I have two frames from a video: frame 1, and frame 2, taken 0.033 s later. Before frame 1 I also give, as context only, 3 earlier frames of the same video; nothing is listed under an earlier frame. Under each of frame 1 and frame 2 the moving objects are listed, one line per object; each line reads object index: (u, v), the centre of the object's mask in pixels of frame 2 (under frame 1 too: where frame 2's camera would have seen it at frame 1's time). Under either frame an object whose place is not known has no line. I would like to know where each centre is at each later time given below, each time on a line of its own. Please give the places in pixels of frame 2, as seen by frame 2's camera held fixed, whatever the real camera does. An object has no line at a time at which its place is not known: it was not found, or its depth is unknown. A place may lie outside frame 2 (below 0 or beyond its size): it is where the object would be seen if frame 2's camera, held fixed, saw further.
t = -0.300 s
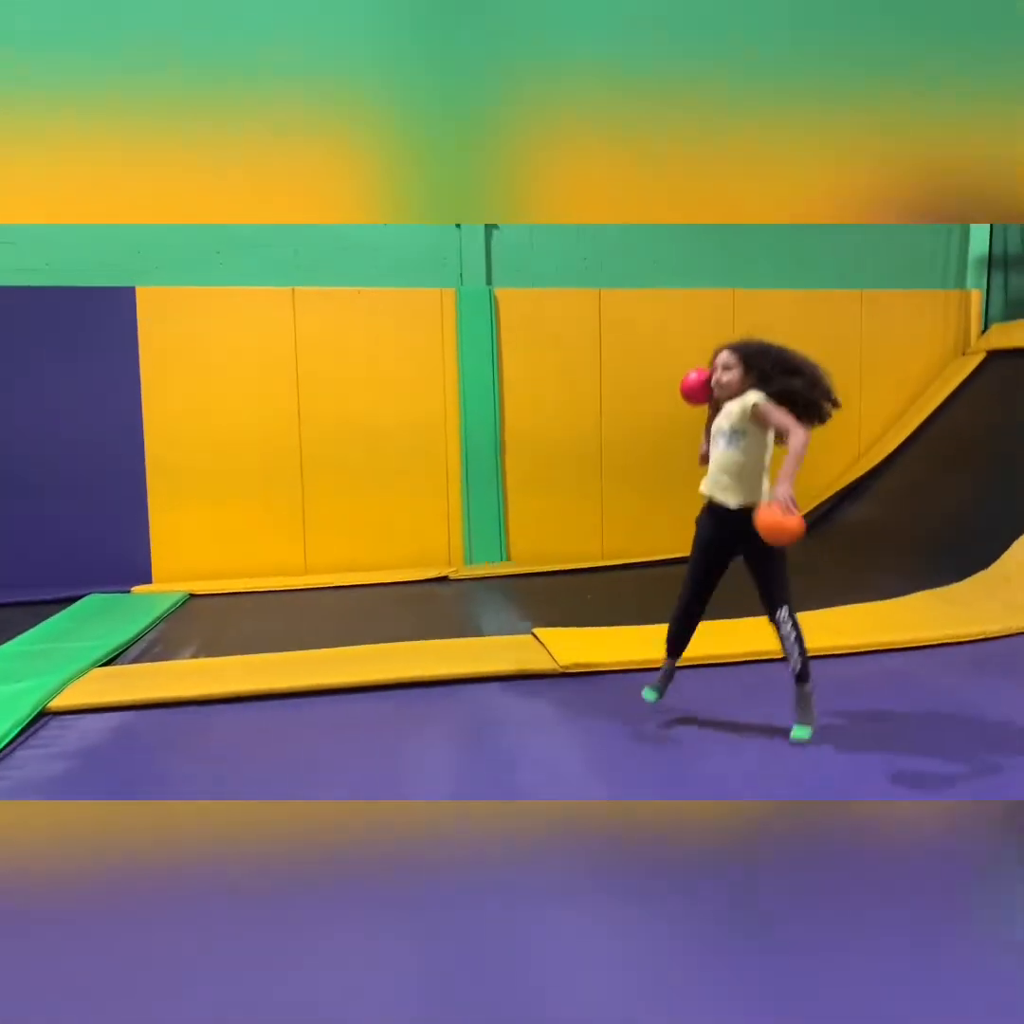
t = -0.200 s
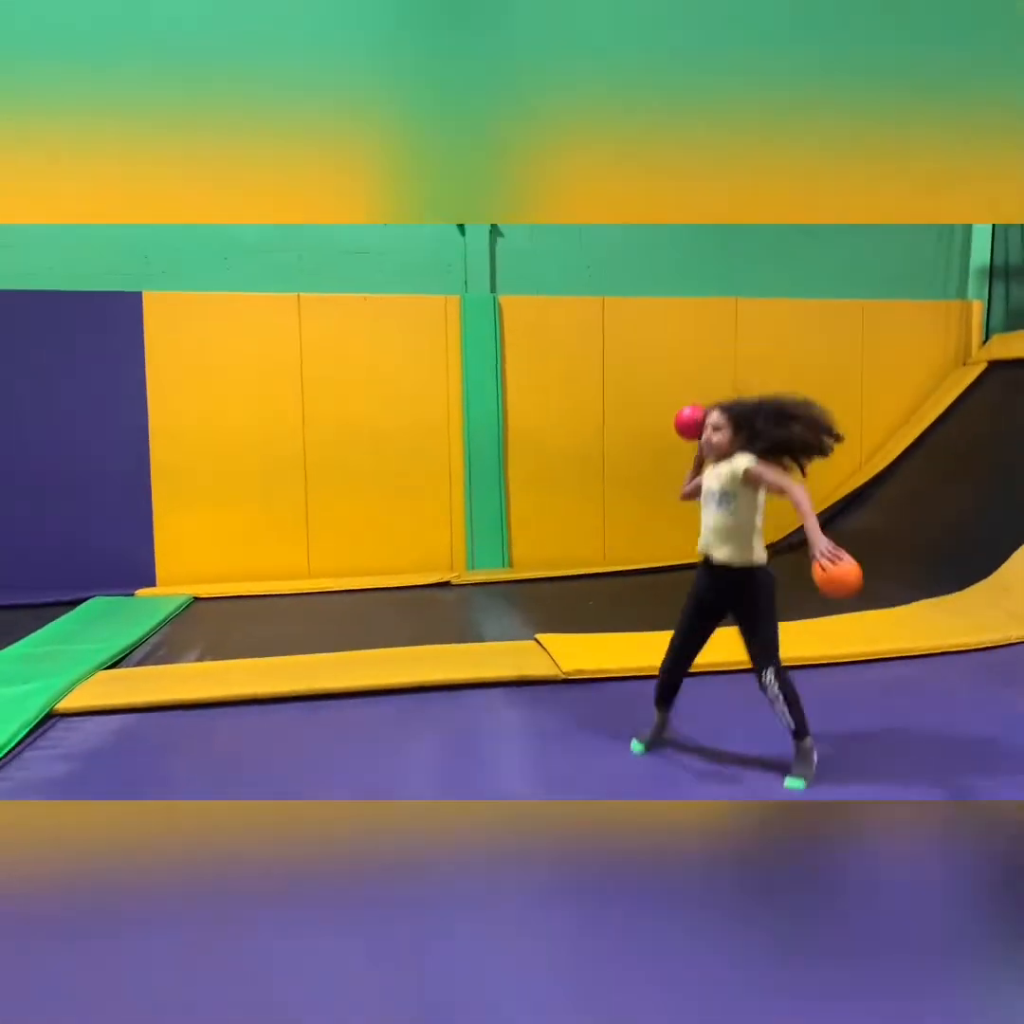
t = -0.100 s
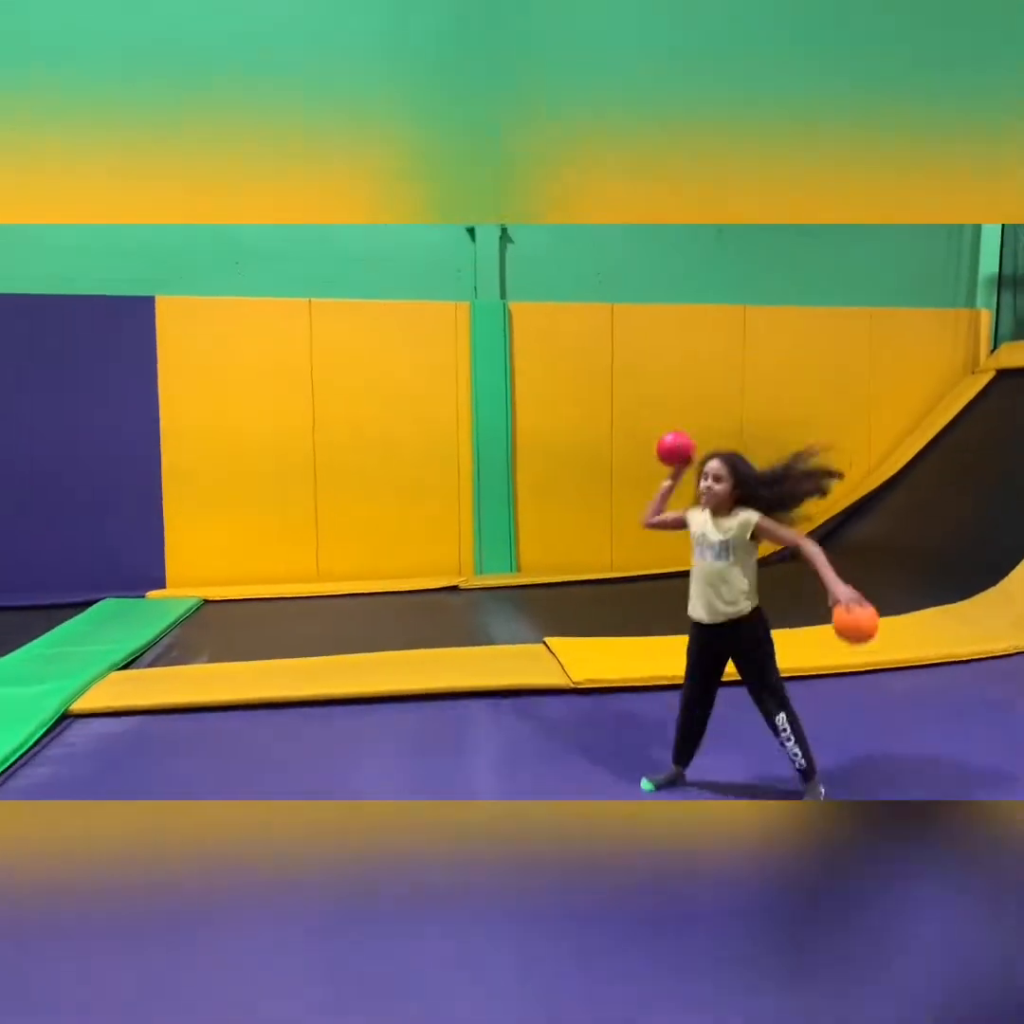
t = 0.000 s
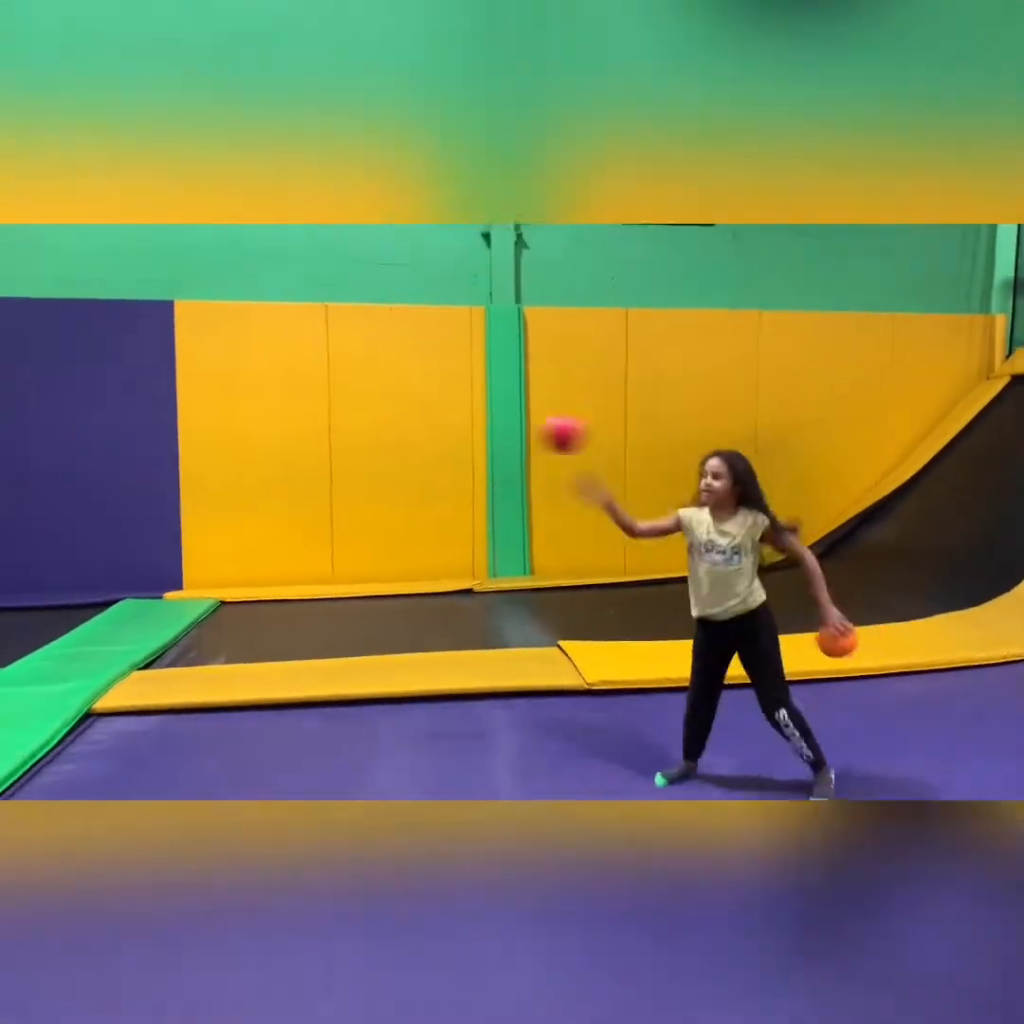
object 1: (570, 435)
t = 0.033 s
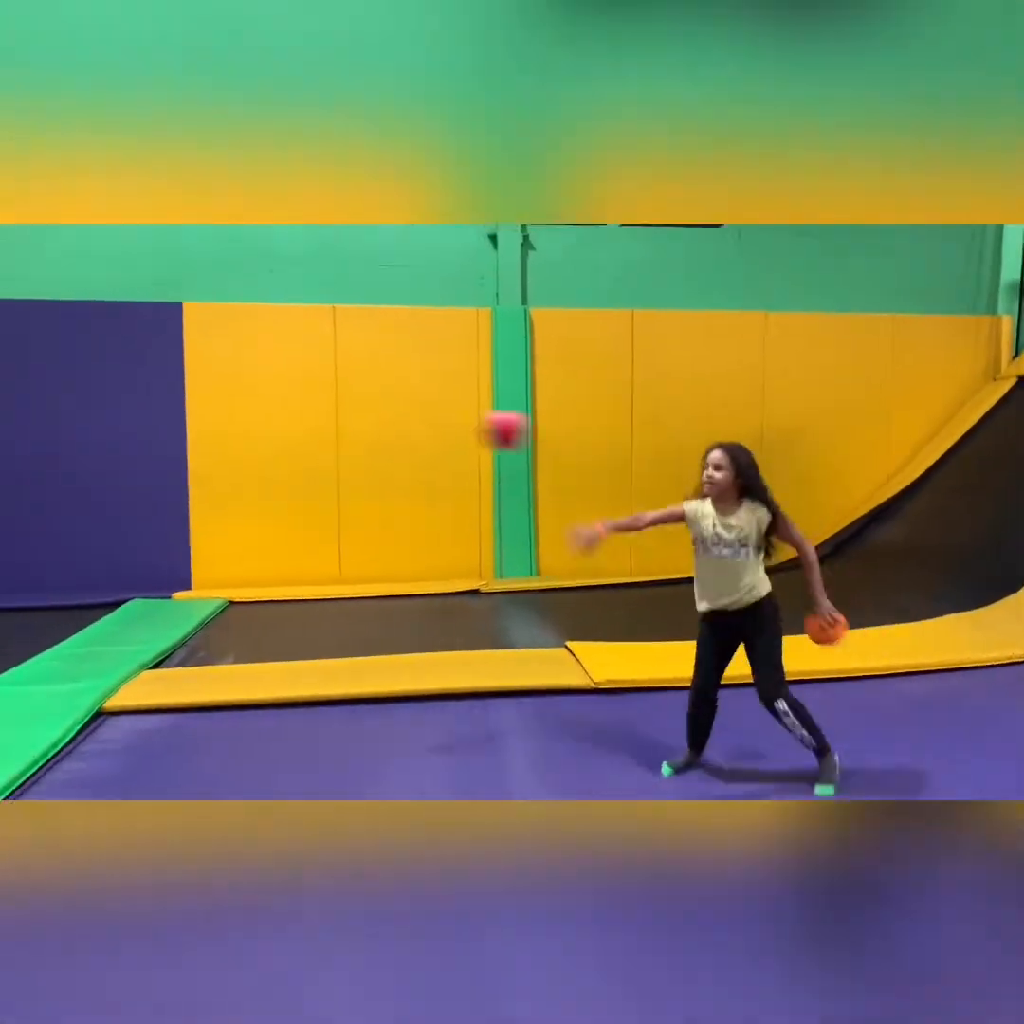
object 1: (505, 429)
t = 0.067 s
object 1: (440, 428)
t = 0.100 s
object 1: (371, 430)
